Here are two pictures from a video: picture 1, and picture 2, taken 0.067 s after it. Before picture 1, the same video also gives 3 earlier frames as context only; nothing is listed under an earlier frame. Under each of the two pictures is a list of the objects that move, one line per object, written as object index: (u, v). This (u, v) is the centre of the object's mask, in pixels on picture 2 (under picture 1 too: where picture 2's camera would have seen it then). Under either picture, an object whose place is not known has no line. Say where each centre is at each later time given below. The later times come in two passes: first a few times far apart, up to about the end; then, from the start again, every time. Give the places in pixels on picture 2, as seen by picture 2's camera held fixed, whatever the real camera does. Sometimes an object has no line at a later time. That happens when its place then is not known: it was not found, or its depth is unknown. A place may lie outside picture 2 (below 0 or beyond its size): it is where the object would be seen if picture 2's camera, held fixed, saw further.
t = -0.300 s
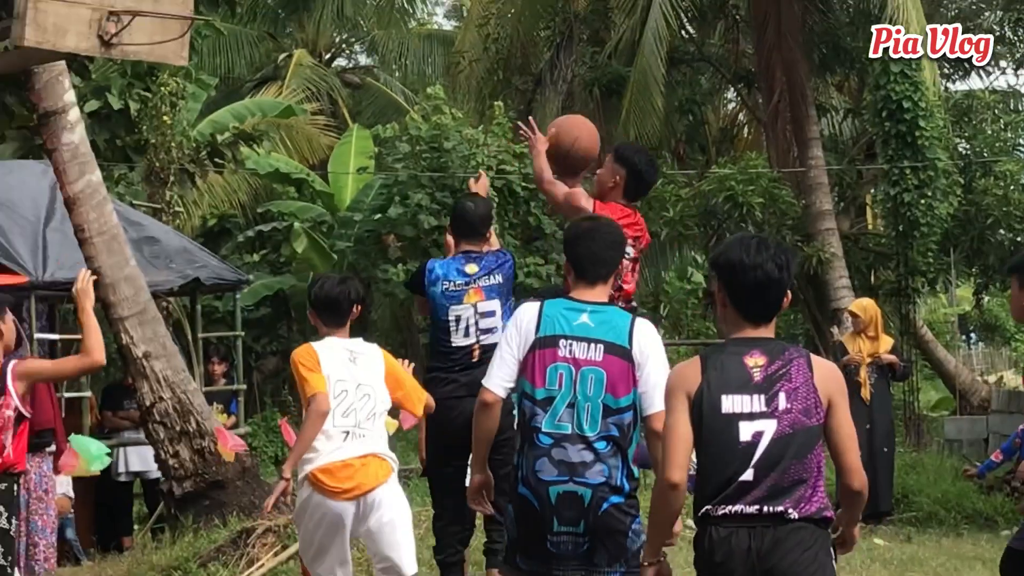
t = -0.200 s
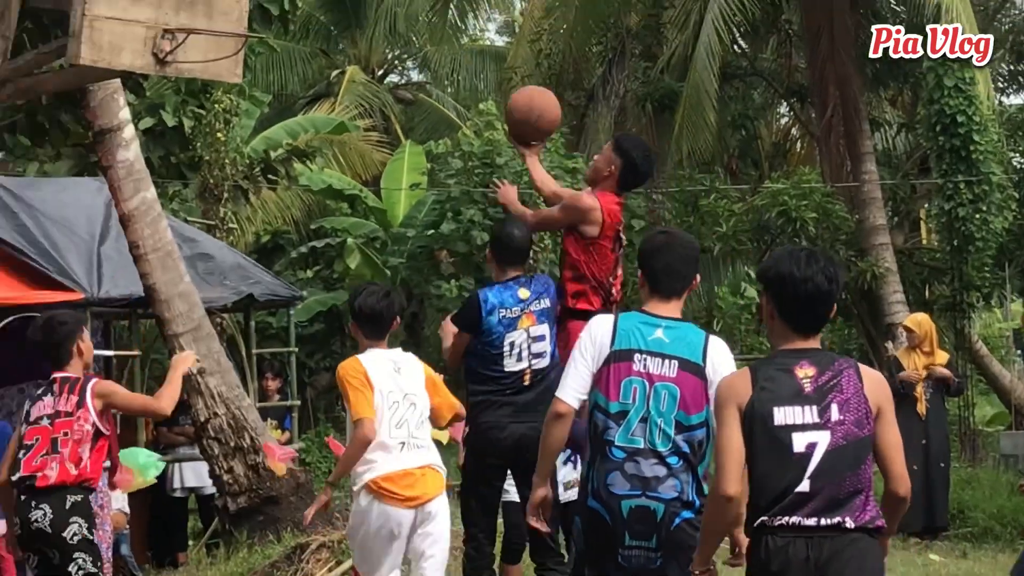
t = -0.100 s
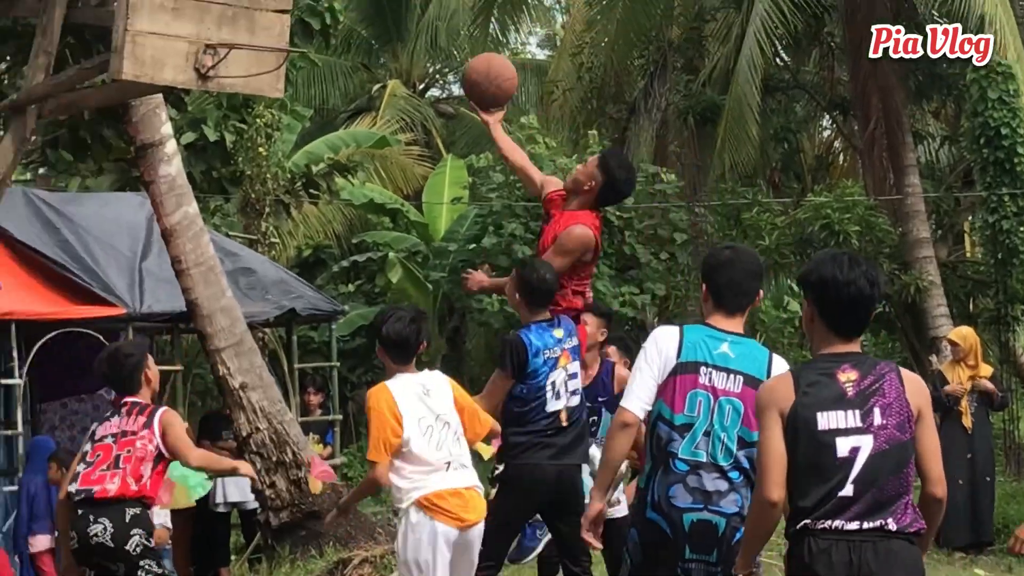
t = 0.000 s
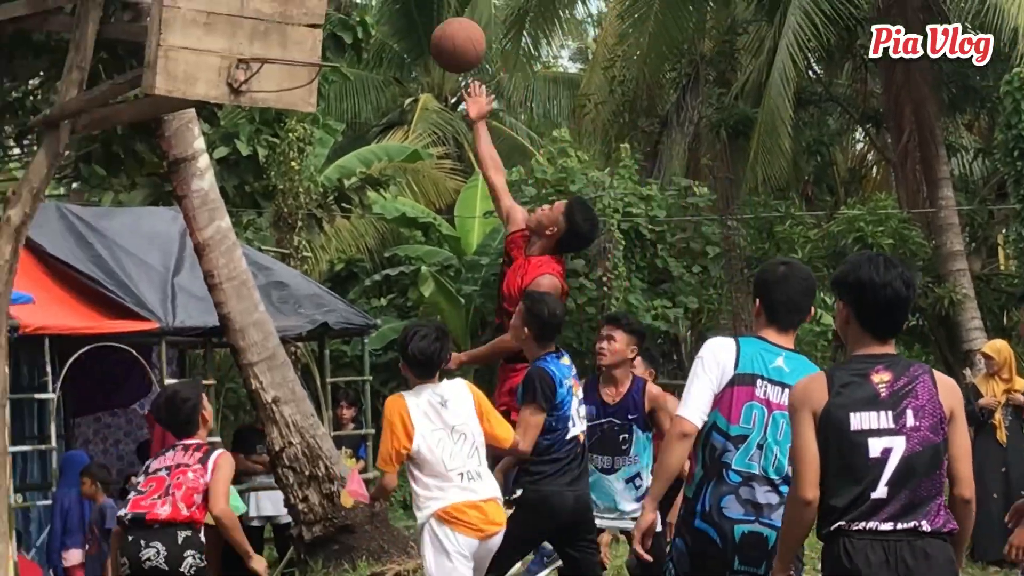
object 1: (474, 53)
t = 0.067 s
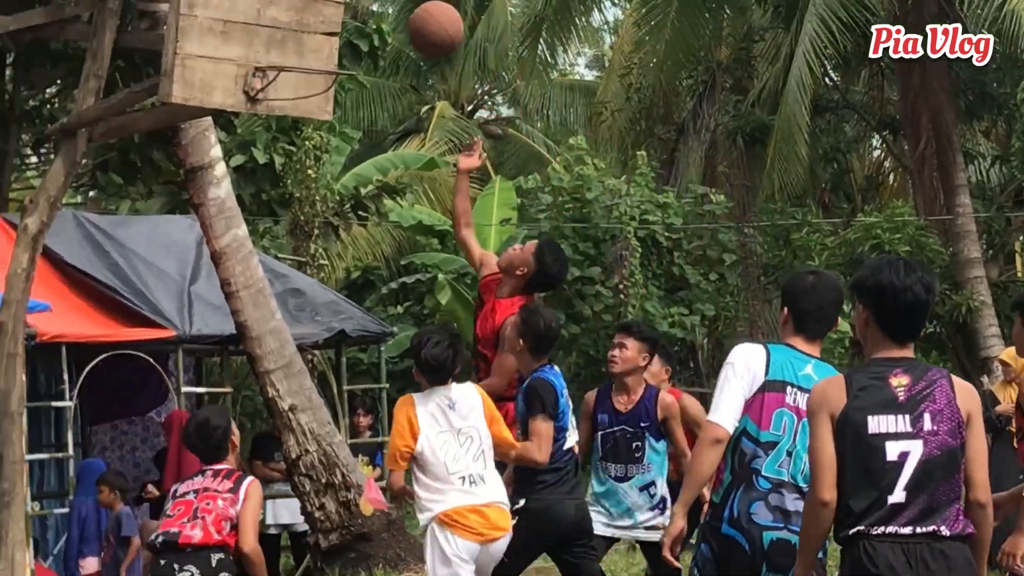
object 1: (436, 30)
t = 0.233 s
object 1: (338, 13)
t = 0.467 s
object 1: (245, 24)
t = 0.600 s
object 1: (270, 41)
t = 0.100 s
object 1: (416, 22)
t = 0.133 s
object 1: (397, 16)
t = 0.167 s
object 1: (377, 13)
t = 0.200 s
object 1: (358, 12)
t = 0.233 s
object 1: (338, 13)
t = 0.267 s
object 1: (319, 19)
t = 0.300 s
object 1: (300, 27)
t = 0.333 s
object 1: (281, 37)
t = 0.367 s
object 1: (269, 34)
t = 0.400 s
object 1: (257, 28)
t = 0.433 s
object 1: (244, 26)
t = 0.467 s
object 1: (245, 24)
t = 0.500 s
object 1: (251, 24)
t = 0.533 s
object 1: (258, 27)
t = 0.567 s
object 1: (264, 33)
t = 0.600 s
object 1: (270, 41)
